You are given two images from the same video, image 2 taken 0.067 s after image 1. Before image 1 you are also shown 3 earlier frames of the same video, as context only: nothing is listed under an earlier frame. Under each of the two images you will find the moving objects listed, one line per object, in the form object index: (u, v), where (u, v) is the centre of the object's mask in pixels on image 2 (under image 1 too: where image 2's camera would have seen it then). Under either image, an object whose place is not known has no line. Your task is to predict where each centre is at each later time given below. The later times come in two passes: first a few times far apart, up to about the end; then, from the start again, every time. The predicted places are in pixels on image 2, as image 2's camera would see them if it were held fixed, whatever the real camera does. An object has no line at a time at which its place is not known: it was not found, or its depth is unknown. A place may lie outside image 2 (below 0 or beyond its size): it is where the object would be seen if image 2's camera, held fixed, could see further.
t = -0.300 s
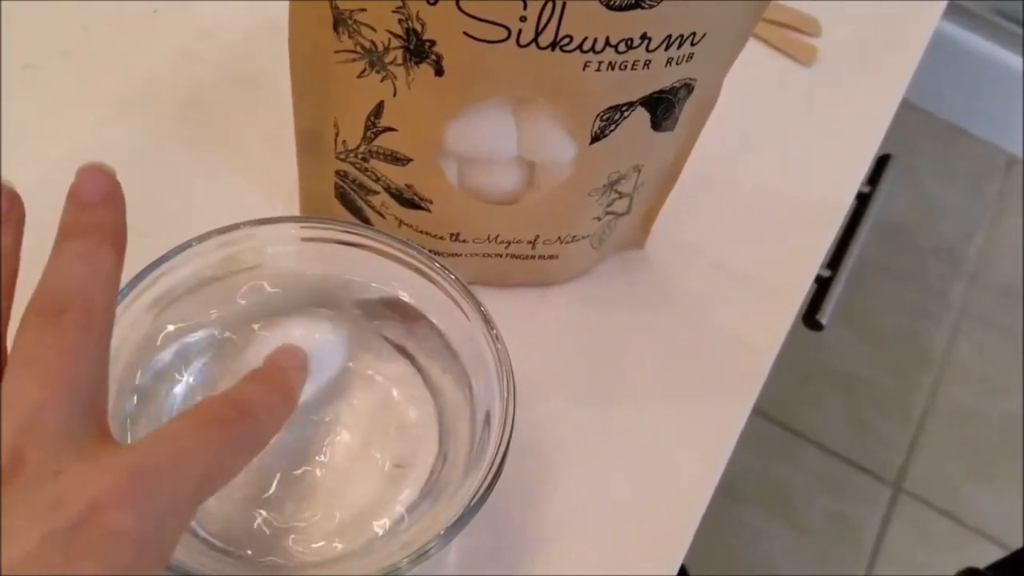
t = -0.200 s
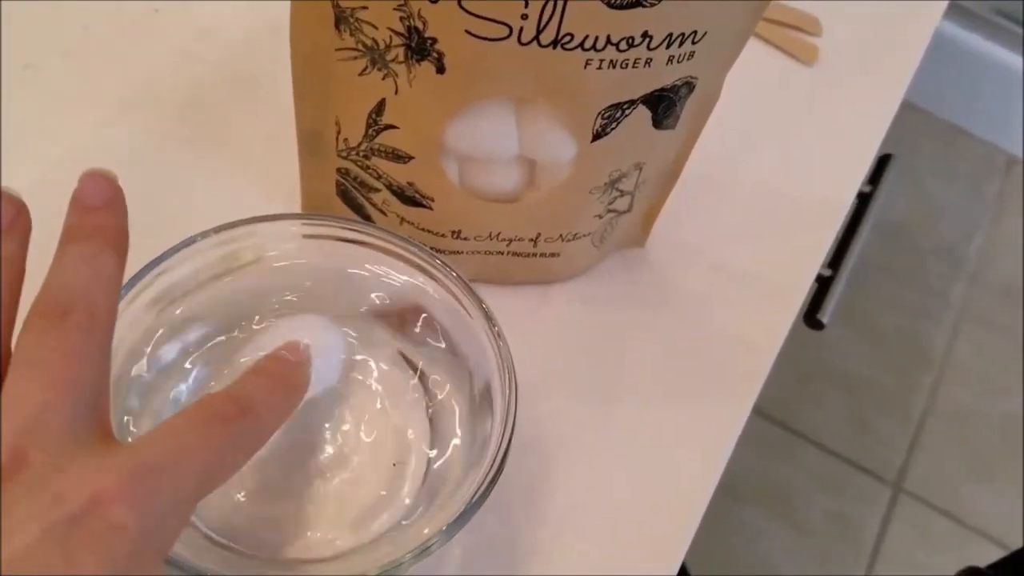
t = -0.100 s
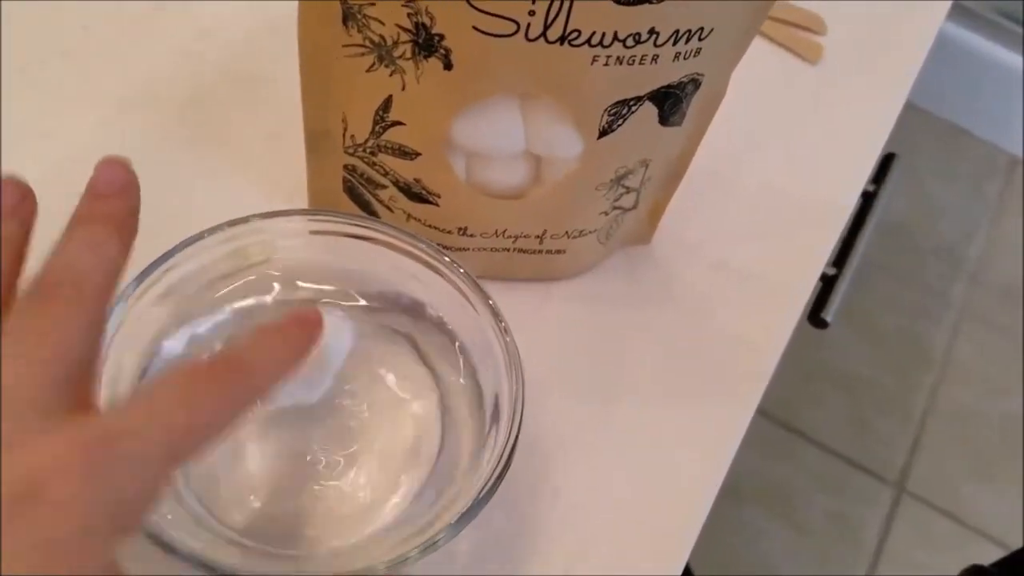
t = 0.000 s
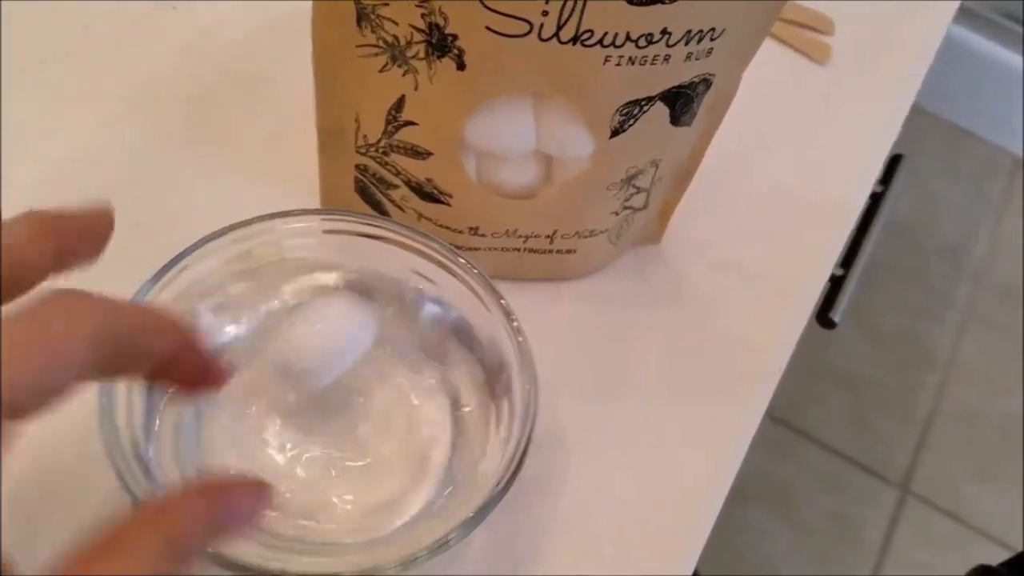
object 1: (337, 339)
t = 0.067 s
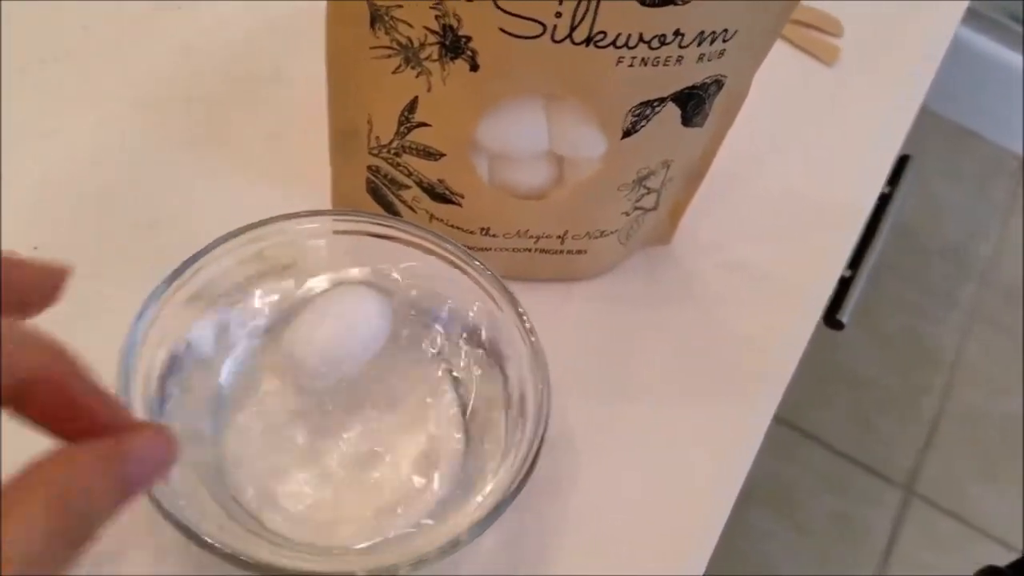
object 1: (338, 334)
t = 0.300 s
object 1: (344, 336)
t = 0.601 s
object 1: (351, 327)
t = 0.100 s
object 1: (338, 328)
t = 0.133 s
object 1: (336, 327)
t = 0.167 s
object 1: (335, 327)
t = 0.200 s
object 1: (337, 328)
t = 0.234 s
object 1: (339, 331)
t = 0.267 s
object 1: (342, 331)
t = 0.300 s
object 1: (344, 336)
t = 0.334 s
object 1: (345, 337)
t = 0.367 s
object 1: (343, 335)
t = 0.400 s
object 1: (342, 331)
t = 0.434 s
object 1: (344, 328)
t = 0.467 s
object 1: (345, 326)
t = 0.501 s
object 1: (346, 327)
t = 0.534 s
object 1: (347, 326)
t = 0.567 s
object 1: (350, 327)
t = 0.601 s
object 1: (351, 327)
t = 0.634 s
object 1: (351, 326)
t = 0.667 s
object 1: (351, 325)
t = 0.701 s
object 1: (351, 323)
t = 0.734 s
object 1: (354, 322)
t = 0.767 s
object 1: (352, 326)
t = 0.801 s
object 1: (354, 326)
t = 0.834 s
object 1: (355, 325)
